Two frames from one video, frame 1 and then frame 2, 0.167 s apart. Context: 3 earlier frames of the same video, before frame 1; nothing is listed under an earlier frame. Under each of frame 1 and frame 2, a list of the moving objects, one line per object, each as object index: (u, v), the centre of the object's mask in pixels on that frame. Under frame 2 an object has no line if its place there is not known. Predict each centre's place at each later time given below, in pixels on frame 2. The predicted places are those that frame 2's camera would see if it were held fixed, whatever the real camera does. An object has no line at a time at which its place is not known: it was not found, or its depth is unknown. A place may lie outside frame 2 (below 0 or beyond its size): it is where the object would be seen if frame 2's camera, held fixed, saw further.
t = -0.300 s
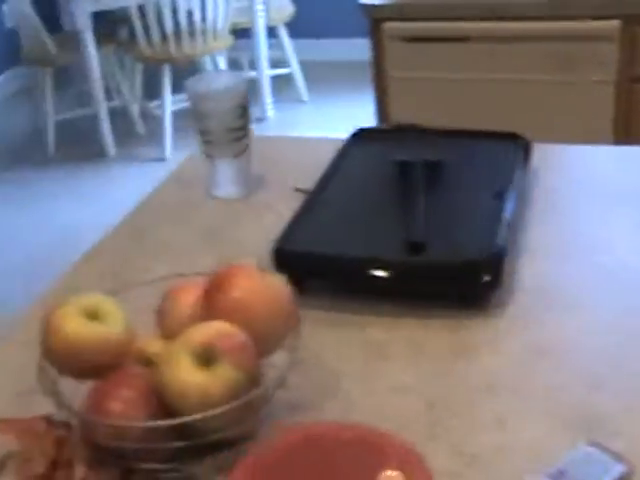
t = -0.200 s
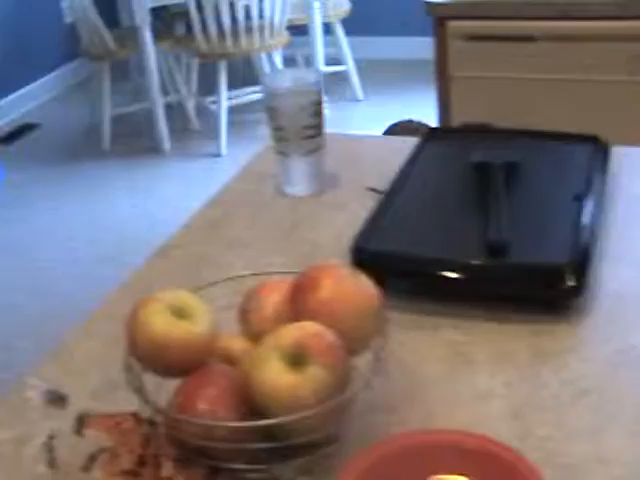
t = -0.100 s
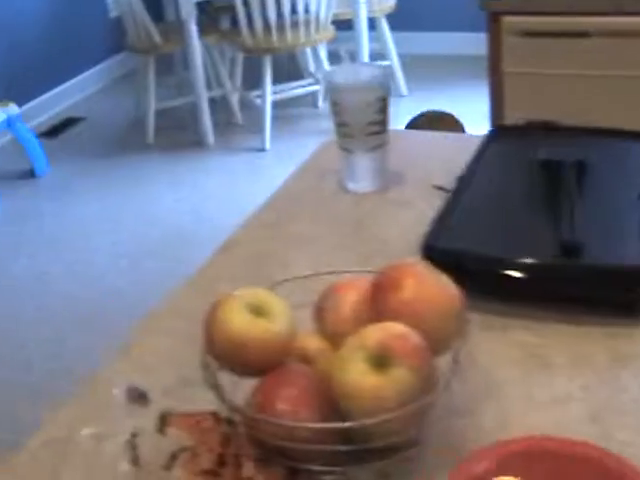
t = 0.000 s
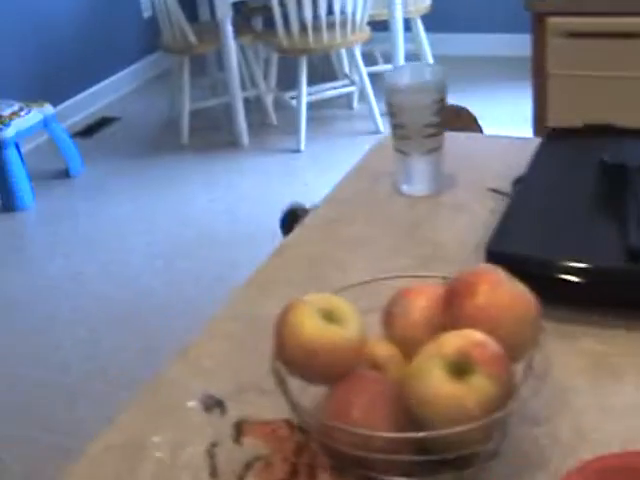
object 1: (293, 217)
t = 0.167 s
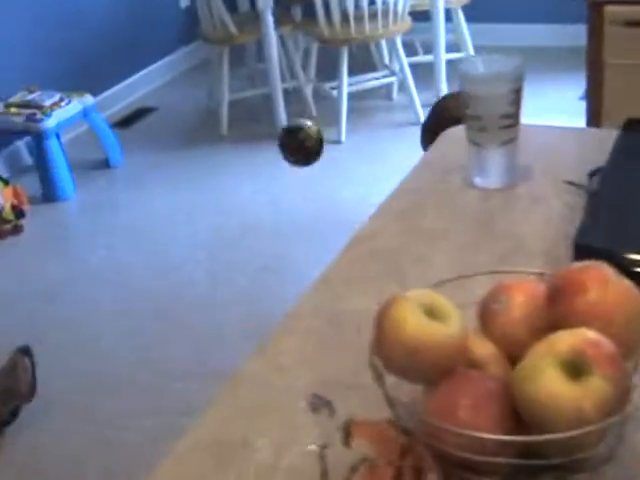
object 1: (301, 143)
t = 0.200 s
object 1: (289, 138)
